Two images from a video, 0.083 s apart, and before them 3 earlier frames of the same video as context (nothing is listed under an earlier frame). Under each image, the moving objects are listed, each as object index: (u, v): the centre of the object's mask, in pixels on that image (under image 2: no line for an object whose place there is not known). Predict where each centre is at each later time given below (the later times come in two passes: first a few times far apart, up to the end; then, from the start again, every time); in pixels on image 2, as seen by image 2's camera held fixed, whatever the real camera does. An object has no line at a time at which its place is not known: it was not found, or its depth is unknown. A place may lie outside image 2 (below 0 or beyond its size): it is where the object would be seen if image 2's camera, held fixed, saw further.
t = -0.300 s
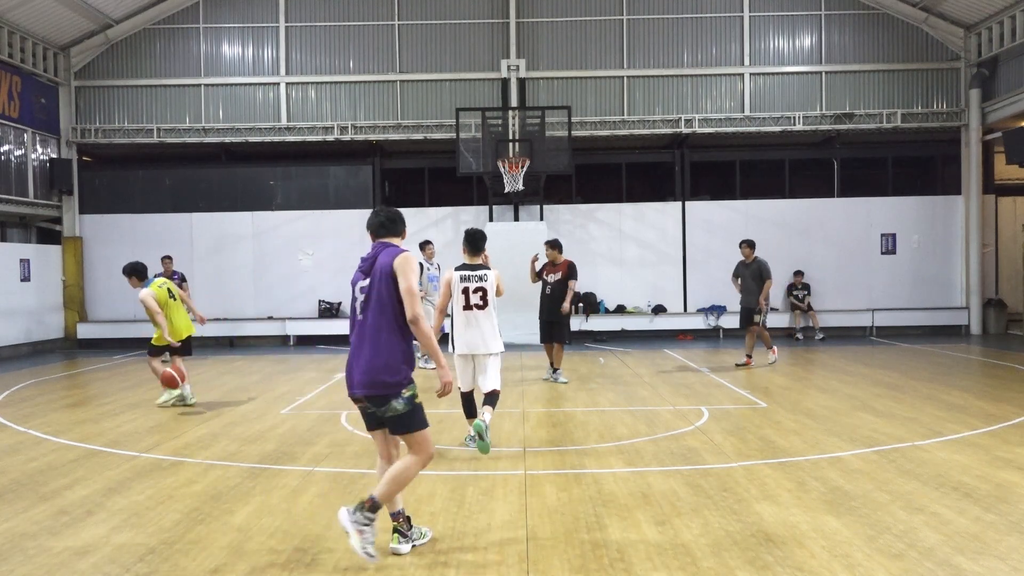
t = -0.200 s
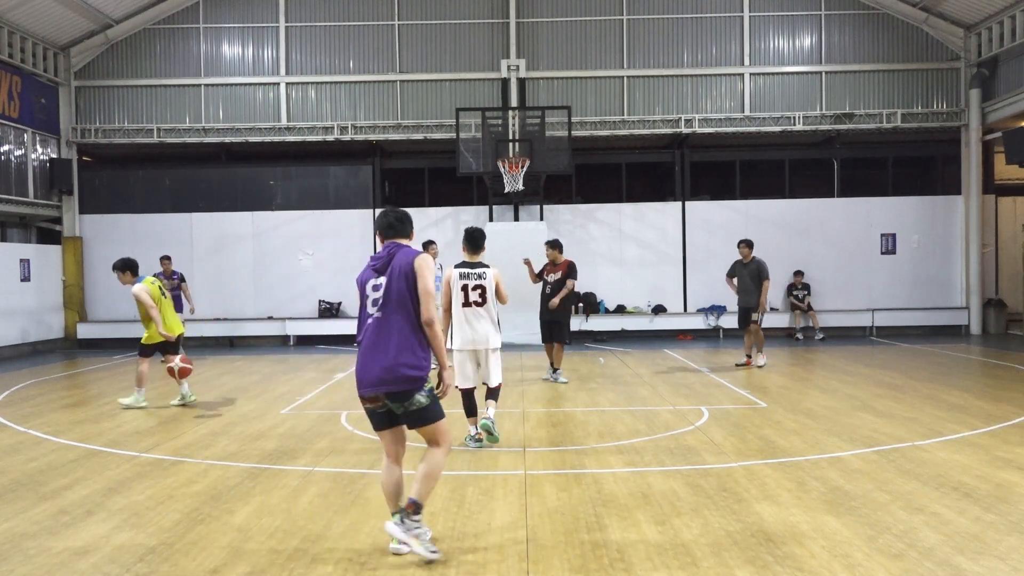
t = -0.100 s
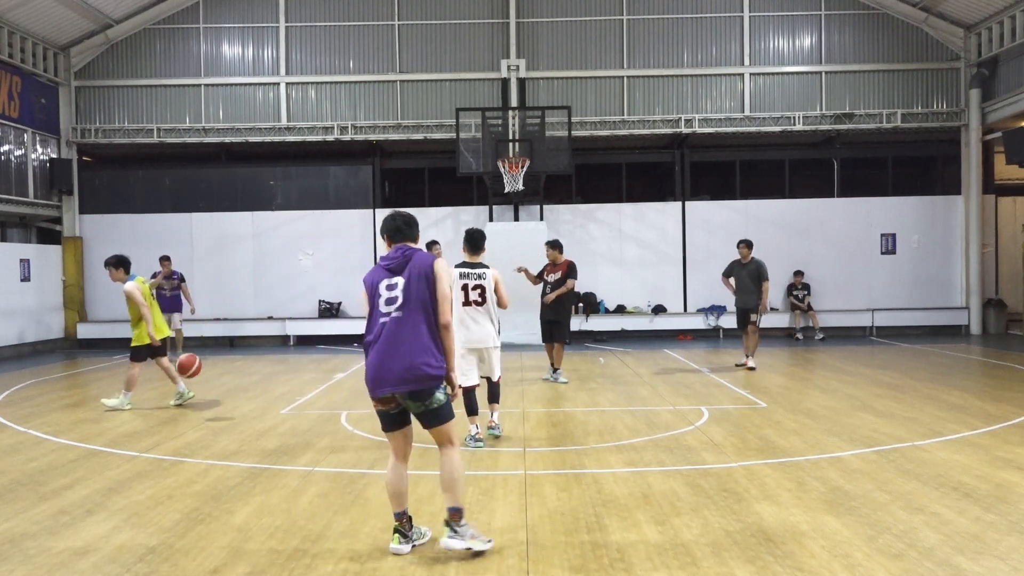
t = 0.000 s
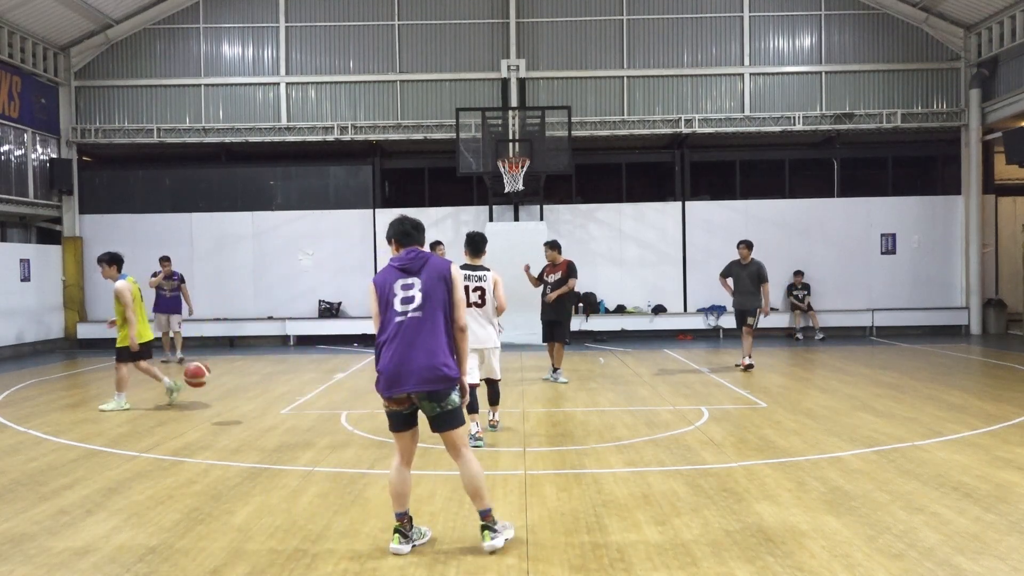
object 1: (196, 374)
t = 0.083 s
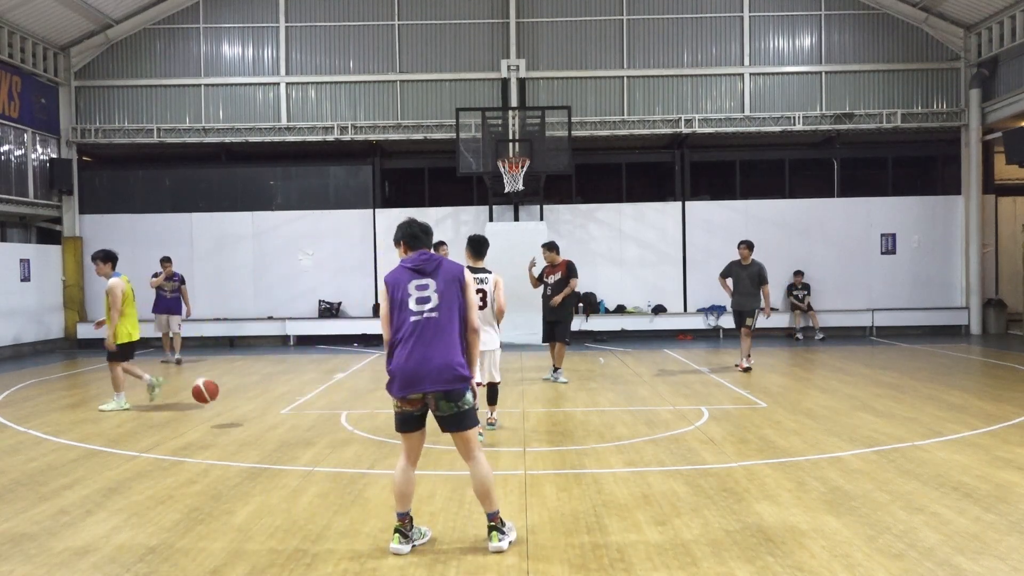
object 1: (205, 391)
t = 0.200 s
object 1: (217, 413)
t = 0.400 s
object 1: (236, 393)
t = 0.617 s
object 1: (261, 422)
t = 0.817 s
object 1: (285, 416)
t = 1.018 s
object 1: (312, 438)
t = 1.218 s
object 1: (342, 439)
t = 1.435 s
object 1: (379, 473)
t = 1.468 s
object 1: (385, 468)
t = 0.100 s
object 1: (206, 395)
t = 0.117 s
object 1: (208, 399)
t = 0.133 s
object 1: (210, 403)
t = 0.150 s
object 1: (211, 408)
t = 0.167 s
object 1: (213, 414)
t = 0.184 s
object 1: (215, 417)
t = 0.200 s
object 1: (217, 413)
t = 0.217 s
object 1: (218, 410)
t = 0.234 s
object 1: (220, 407)
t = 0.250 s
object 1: (222, 404)
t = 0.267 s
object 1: (223, 402)
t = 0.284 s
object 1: (224, 400)
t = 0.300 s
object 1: (226, 398)
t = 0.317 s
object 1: (228, 396)
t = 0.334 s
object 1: (230, 395)
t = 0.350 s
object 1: (231, 394)
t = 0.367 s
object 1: (233, 393)
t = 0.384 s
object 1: (235, 393)
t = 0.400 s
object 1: (236, 393)
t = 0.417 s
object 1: (238, 393)
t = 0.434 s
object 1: (240, 393)
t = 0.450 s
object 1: (242, 394)
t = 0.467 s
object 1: (244, 395)
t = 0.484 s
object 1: (245, 397)
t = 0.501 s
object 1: (248, 399)
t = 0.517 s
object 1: (250, 401)
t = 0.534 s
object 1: (252, 404)
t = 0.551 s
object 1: (253, 406)
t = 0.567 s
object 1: (255, 410)
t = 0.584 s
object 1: (257, 414)
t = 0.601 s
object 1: (259, 417)
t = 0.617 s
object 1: (261, 422)
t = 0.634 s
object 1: (263, 427)
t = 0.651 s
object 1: (265, 432)
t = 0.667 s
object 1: (267, 434)
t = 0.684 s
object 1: (269, 431)
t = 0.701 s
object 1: (271, 428)
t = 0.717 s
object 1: (273, 425)
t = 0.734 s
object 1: (275, 423)
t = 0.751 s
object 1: (277, 421)
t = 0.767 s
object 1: (279, 420)
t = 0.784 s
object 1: (281, 418)
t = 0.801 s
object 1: (283, 417)
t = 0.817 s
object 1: (285, 416)
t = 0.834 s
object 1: (287, 416)
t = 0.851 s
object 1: (290, 416)
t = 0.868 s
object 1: (292, 417)
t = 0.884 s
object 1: (294, 418)
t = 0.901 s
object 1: (296, 419)
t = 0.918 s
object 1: (298, 420)
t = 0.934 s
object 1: (300, 422)
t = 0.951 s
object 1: (302, 425)
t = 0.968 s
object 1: (305, 428)
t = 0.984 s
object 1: (307, 431)
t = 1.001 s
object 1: (309, 434)
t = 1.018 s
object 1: (312, 438)
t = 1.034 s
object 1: (314, 442)
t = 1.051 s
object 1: (317, 447)
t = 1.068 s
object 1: (319, 453)
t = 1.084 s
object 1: (322, 452)
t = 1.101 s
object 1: (324, 448)
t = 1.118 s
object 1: (327, 446)
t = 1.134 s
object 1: (329, 444)
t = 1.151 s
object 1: (332, 442)
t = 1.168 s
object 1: (334, 440)
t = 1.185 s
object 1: (337, 440)
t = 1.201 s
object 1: (339, 439)
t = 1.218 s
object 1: (342, 439)
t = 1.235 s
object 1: (345, 439)
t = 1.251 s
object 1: (348, 440)
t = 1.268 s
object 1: (350, 440)
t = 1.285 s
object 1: (353, 442)
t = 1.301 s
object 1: (356, 444)
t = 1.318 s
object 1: (359, 446)
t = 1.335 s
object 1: (362, 449)
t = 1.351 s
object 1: (364, 452)
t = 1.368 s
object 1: (367, 455)
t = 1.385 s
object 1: (370, 459)
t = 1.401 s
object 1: (373, 464)
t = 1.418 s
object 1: (376, 469)
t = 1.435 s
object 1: (379, 473)
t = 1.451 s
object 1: (382, 470)
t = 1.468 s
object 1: (385, 468)
